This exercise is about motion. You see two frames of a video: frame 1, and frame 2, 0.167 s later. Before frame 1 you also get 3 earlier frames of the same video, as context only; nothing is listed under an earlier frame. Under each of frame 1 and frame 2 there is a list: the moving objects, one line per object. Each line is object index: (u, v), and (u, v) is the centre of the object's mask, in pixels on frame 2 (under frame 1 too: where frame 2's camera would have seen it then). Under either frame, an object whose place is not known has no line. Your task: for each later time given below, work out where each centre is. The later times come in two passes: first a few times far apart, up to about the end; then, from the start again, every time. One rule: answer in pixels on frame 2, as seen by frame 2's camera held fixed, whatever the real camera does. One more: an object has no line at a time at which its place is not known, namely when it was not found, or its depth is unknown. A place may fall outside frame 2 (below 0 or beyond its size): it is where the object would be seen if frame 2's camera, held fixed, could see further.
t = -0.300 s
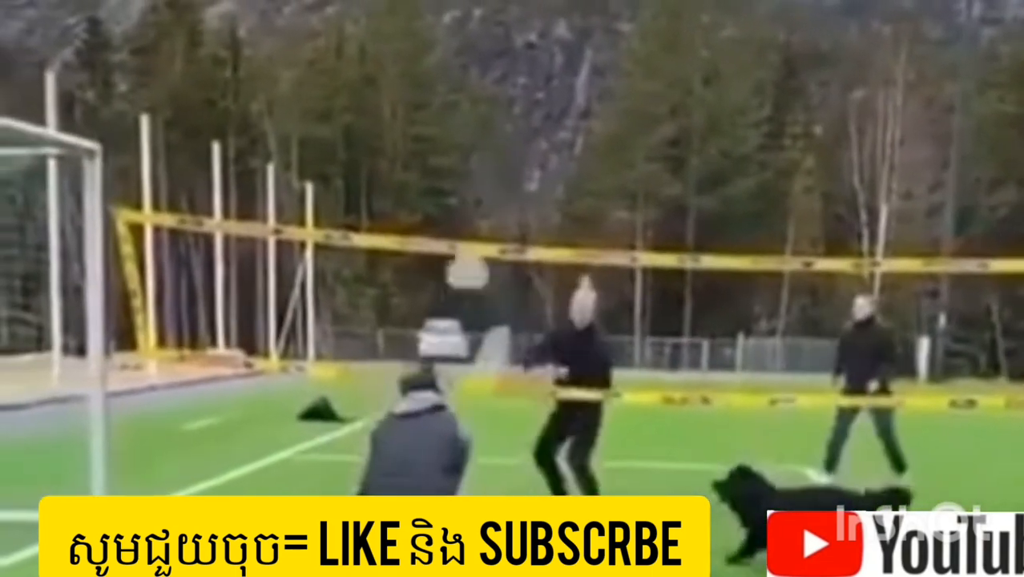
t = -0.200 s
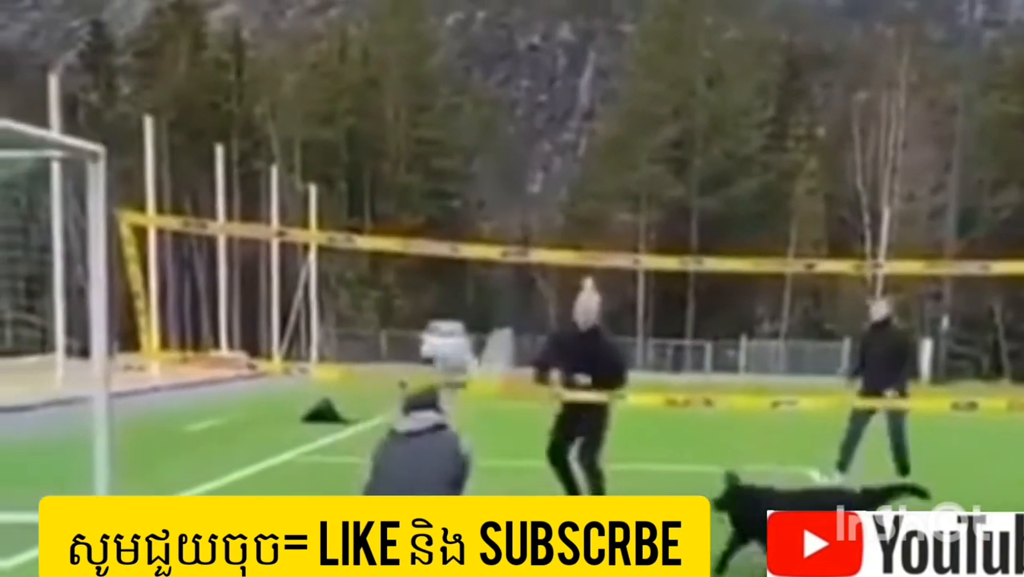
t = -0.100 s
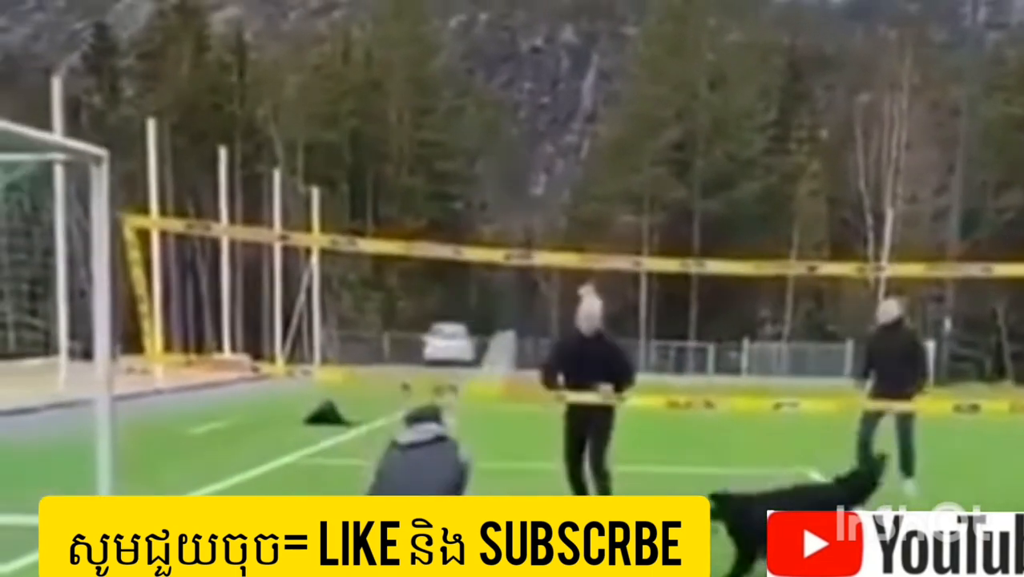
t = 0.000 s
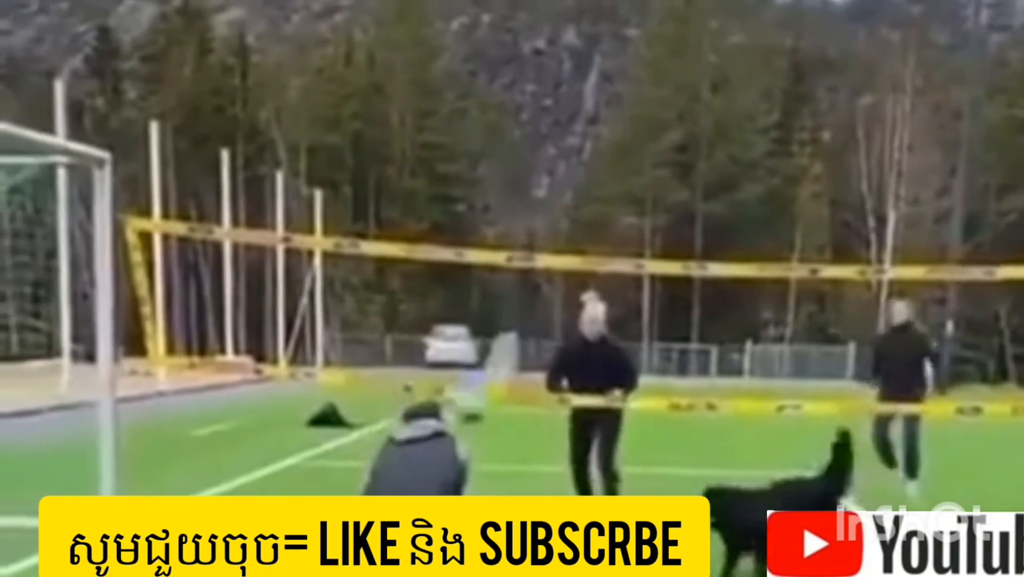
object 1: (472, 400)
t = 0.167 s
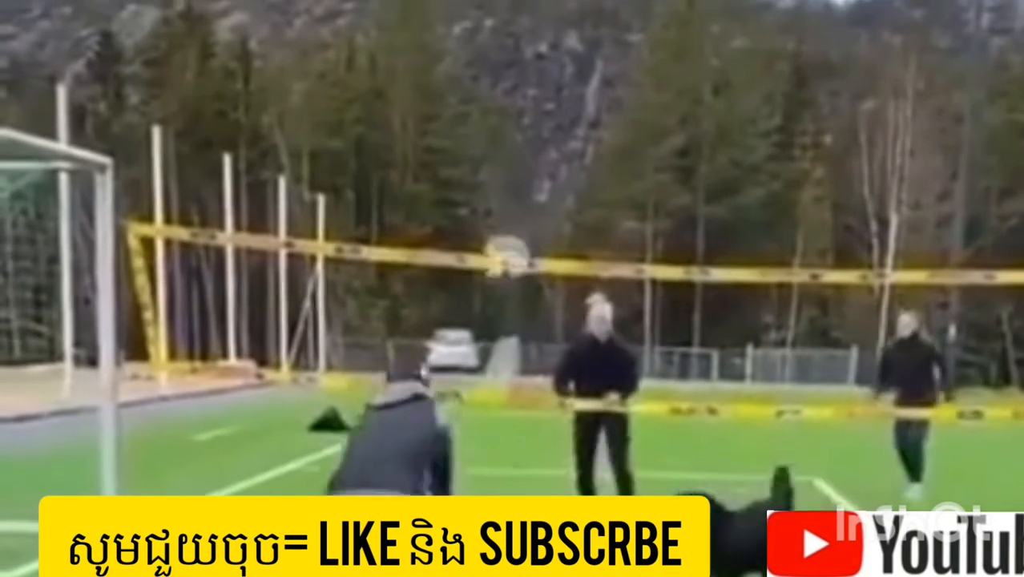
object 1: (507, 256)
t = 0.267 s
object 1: (524, 202)
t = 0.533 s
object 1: (571, 155)
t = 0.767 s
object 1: (605, 232)
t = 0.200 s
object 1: (512, 235)
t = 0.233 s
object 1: (518, 214)
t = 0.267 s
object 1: (524, 202)
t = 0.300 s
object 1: (531, 185)
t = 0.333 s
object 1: (536, 174)
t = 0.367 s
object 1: (544, 165)
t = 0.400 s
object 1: (547, 157)
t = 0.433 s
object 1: (555, 155)
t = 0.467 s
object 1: (561, 151)
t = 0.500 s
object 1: (566, 153)
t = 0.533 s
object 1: (571, 155)
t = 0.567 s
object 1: (577, 158)
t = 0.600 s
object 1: (582, 165)
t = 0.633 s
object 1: (587, 174)
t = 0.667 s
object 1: (592, 188)
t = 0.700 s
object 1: (597, 201)
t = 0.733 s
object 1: (601, 217)
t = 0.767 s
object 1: (605, 232)
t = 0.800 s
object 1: (609, 253)
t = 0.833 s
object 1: (614, 277)
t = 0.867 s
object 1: (617, 299)
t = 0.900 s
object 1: (621, 325)
